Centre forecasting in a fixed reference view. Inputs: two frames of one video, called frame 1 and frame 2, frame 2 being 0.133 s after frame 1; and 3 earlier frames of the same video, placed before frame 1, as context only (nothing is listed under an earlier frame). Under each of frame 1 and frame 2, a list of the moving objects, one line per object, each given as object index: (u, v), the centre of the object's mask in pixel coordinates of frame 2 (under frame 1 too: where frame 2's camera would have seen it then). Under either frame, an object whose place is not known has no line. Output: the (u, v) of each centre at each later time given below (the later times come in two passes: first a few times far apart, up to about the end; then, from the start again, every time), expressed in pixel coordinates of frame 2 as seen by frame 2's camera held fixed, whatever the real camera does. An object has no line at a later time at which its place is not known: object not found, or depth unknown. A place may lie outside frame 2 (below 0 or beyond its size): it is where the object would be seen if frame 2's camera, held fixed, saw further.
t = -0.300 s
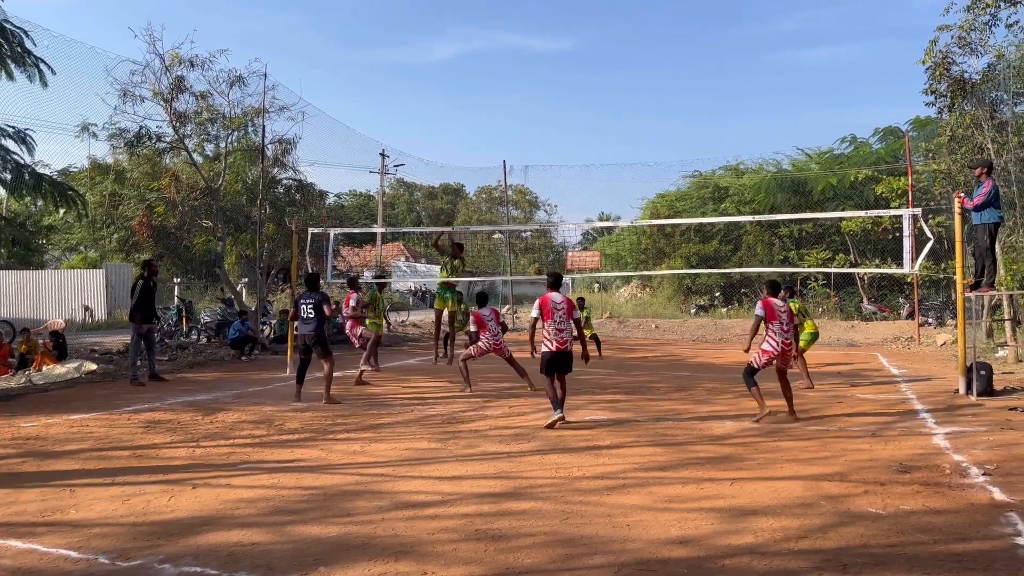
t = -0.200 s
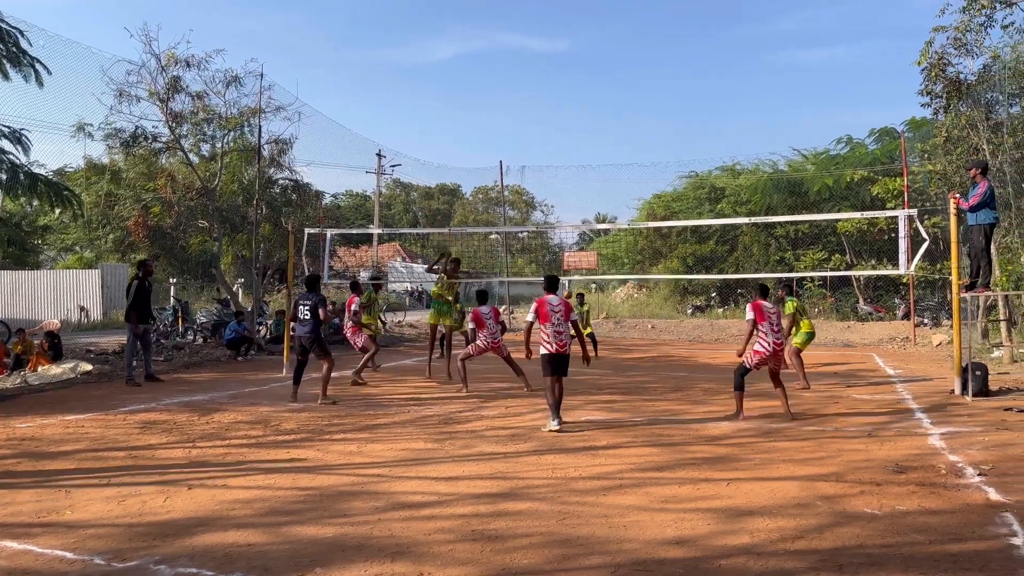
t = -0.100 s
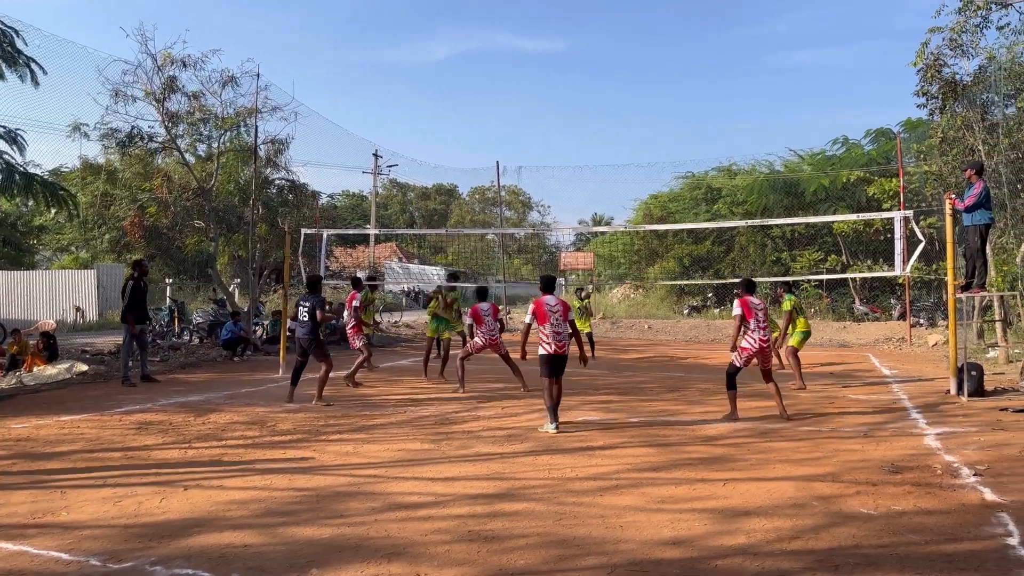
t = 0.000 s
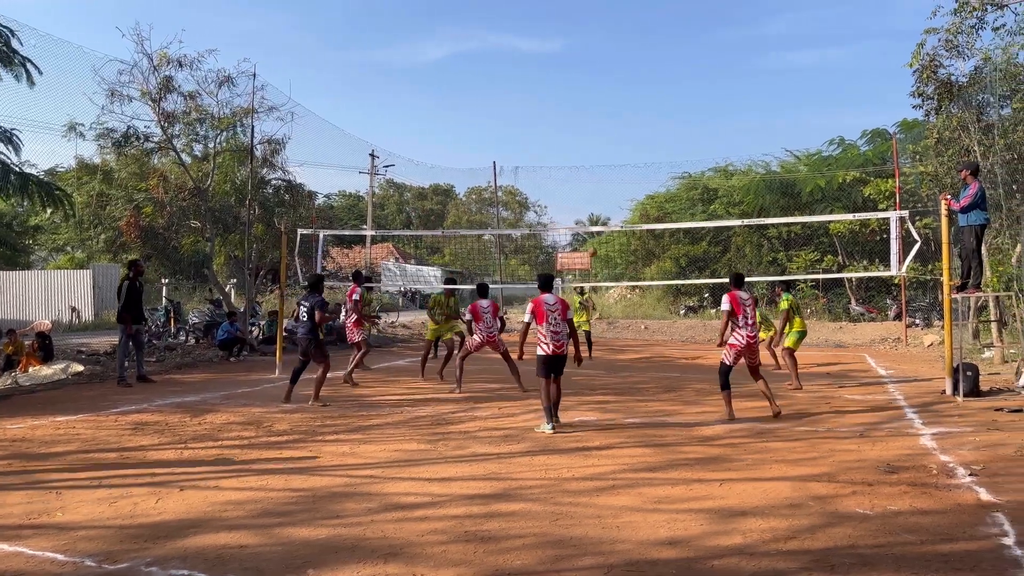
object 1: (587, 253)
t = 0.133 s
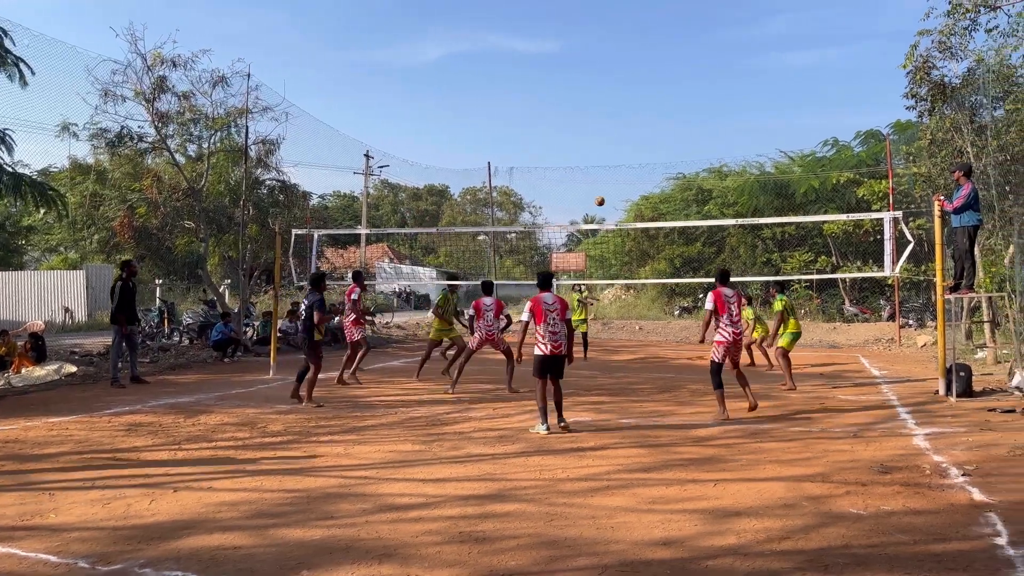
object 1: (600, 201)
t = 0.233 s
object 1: (610, 167)
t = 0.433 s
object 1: (630, 112)
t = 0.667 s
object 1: (654, 71)
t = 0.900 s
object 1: (680, 56)
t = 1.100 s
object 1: (701, 64)
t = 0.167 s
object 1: (603, 189)
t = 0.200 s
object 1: (606, 178)
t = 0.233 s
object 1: (610, 167)
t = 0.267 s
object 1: (613, 157)
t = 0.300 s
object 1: (616, 147)
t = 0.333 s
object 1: (620, 138)
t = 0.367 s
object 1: (623, 129)
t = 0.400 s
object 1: (626, 120)
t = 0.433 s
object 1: (630, 112)
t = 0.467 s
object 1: (633, 105)
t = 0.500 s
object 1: (637, 98)
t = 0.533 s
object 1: (640, 92)
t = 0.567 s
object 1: (644, 86)
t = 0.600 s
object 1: (647, 80)
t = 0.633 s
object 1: (650, 75)
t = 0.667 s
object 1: (654, 71)
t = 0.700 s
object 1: (658, 67)
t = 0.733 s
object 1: (661, 64)
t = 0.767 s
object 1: (665, 61)
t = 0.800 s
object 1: (668, 59)
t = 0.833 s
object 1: (672, 57)
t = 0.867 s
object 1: (676, 56)
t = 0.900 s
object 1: (680, 56)
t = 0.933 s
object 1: (683, 55)
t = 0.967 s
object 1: (687, 56)
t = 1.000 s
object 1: (690, 57)
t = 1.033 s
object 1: (694, 59)
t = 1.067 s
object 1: (698, 61)
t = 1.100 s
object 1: (701, 64)
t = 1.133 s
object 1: (705, 67)
